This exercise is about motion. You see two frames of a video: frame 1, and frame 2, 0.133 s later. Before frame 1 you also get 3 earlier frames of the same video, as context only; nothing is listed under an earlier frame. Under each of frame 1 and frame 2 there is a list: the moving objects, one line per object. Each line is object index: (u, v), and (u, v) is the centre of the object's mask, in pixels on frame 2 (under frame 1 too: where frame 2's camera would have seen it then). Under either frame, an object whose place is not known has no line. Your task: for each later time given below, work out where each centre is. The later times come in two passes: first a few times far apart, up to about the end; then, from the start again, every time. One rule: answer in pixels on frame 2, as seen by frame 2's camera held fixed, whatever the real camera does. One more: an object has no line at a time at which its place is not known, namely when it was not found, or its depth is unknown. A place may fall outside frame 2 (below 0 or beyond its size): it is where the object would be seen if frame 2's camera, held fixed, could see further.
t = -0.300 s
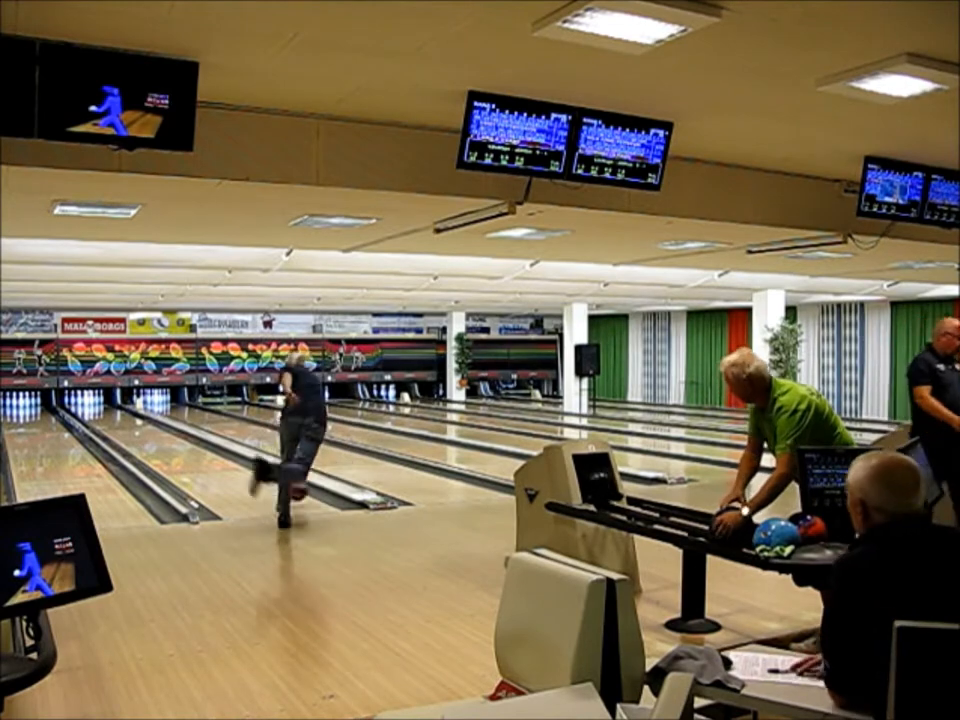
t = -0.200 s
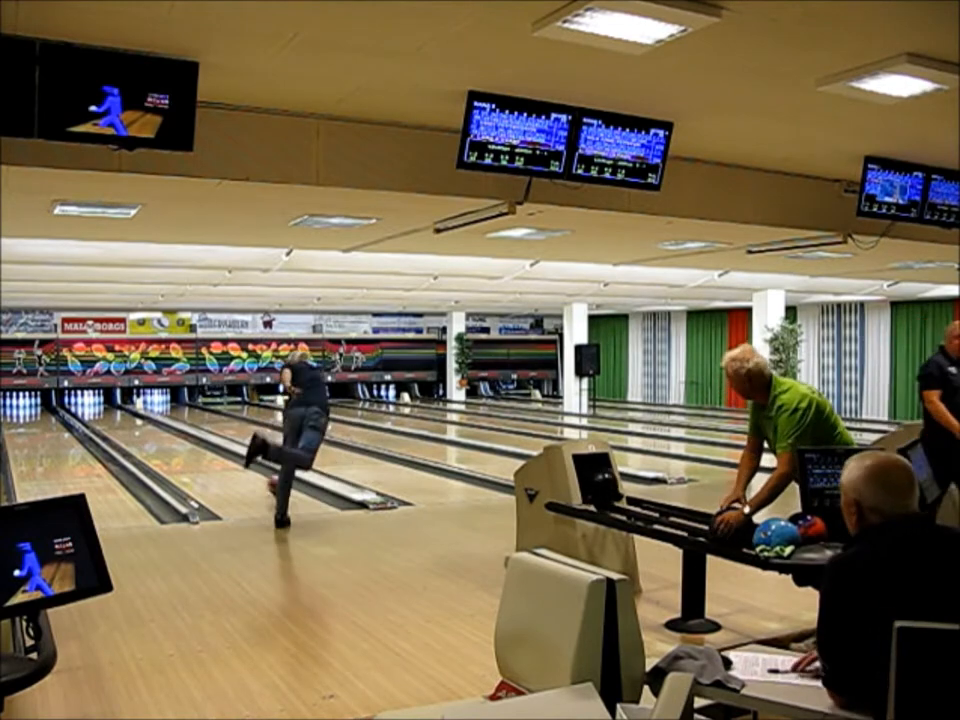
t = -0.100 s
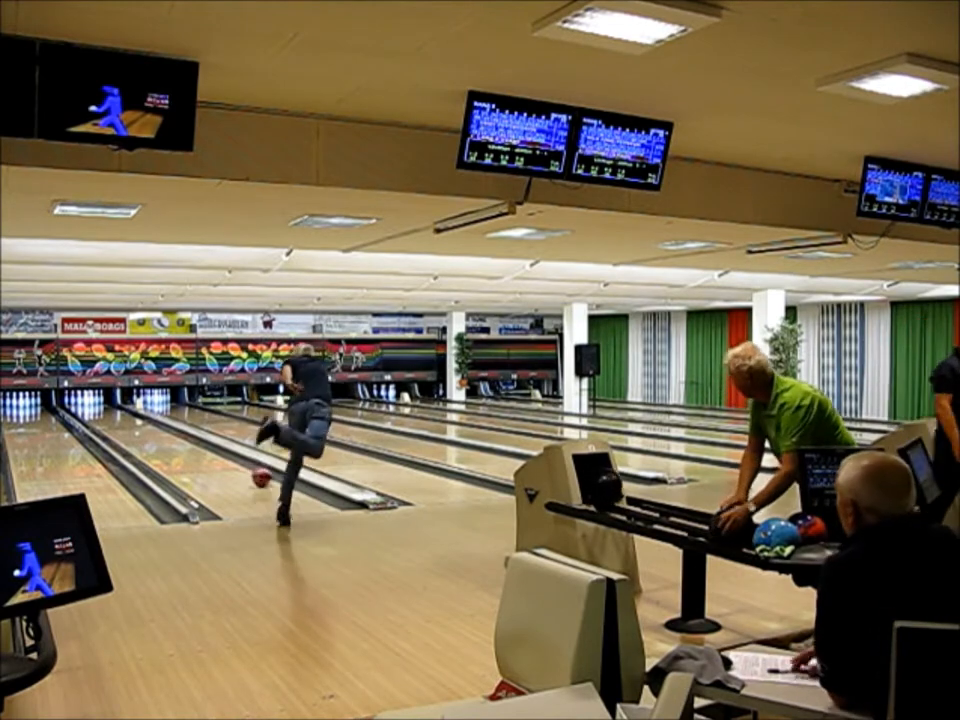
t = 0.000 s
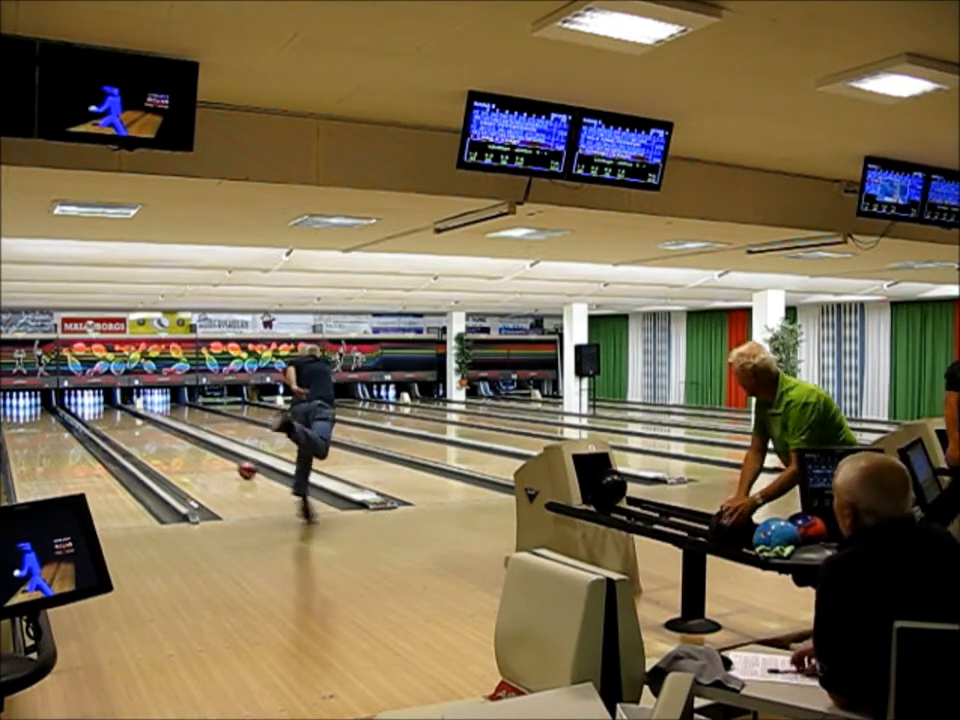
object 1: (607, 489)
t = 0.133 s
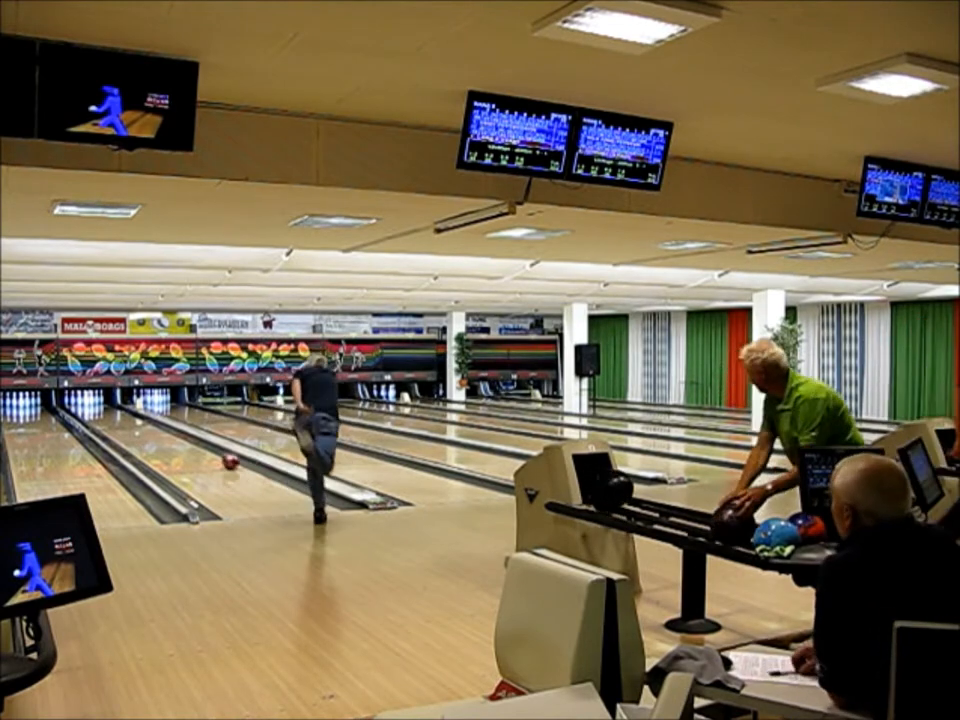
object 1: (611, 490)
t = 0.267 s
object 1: (622, 489)
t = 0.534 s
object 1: (634, 493)
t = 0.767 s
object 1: (647, 495)
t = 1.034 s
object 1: (662, 498)
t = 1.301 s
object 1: (678, 503)
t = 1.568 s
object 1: (697, 506)
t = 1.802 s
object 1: (713, 510)
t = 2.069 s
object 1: (735, 516)
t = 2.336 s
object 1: (754, 516)
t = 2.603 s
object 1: (750, 519)
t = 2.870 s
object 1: (740, 529)
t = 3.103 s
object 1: (740, 529)
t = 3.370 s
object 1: (740, 529)
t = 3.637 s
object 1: (740, 529)
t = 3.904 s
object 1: (740, 529)
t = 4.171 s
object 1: (740, 530)
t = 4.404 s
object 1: (740, 530)
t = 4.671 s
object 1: (740, 530)
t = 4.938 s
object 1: (740, 530)
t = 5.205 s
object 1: (740, 530)
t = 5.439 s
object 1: (740, 530)
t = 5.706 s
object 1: (740, 529)
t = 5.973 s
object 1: (740, 529)
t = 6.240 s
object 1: (740, 529)
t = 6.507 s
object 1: (740, 529)
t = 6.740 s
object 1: (740, 529)
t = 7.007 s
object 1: (740, 530)
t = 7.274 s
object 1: (740, 530)
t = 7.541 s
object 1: (740, 530)
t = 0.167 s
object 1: (612, 490)
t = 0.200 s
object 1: (619, 488)
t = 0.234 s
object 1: (621, 489)
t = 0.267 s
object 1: (622, 489)
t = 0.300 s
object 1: (623, 489)
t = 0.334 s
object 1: (625, 490)
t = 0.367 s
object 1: (626, 491)
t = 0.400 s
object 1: (628, 491)
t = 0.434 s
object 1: (629, 492)
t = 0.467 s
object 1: (631, 492)
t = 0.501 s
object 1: (633, 493)
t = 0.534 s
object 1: (634, 493)
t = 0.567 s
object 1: (636, 493)
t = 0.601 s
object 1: (638, 493)
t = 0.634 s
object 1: (640, 493)
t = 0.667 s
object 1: (642, 493)
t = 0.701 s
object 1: (643, 494)
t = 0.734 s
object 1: (645, 494)
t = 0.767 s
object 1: (647, 495)
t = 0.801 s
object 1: (650, 495)
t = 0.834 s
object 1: (651, 496)
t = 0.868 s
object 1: (653, 497)
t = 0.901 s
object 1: (655, 498)
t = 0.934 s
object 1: (657, 498)
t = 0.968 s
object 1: (659, 498)
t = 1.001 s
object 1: (660, 498)
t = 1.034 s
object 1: (662, 498)
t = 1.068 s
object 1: (664, 499)
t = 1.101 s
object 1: (666, 499)
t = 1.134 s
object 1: (669, 500)
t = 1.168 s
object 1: (671, 500)
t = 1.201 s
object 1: (672, 501)
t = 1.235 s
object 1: (674, 501)
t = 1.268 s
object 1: (676, 502)
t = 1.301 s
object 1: (678, 503)
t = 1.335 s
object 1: (680, 503)
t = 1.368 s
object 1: (683, 504)
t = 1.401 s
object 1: (685, 504)
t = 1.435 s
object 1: (688, 504)
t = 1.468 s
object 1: (690, 505)
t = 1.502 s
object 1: (692, 505)
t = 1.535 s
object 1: (694, 506)
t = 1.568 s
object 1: (697, 506)
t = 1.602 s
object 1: (699, 507)
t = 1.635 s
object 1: (702, 507)
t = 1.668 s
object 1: (704, 508)
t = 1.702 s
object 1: (706, 508)
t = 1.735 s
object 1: (708, 509)
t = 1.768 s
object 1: (711, 510)
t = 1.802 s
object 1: (713, 510)
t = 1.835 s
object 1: (716, 511)
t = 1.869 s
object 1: (719, 512)
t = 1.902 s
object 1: (722, 512)
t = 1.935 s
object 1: (725, 512)
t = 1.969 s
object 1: (727, 513)
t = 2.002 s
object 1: (729, 514)
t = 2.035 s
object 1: (732, 515)
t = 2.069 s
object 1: (735, 516)
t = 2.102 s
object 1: (738, 516)
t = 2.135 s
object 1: (740, 517)
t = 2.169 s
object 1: (743, 517)
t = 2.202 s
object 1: (745, 517)
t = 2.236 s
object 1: (748, 517)
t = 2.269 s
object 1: (750, 517)
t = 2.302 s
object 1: (752, 516)
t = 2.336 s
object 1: (754, 516)
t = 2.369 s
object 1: (755, 516)
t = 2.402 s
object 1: (754, 516)
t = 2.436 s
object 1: (754, 517)
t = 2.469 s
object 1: (753, 517)
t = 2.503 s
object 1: (753, 517)
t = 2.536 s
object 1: (752, 518)
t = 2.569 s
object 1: (751, 519)
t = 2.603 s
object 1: (750, 519)
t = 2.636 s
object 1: (748, 520)
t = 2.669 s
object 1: (746, 522)
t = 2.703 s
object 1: (744, 525)
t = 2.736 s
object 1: (741, 528)
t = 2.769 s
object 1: (740, 529)
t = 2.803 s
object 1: (739, 529)
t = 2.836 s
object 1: (740, 529)
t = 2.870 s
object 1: (740, 529)
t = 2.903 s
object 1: (739, 529)
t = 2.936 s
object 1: (740, 529)
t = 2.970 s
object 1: (740, 529)
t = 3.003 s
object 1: (740, 529)
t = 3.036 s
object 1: (740, 529)
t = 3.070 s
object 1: (740, 529)
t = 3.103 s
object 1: (740, 529)
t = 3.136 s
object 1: (740, 530)
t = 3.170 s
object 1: (740, 529)
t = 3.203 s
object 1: (740, 529)
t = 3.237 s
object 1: (740, 529)
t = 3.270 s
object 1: (740, 529)
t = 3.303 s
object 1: (740, 529)
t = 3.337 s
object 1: (740, 529)
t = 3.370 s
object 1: (740, 529)
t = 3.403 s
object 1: (740, 529)
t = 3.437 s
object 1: (740, 529)
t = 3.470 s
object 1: (740, 529)
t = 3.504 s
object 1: (740, 529)
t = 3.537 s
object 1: (740, 529)
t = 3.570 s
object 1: (740, 529)
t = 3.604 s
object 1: (740, 529)
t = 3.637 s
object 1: (740, 529)
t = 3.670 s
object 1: (740, 529)
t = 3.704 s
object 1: (740, 529)
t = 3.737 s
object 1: (740, 529)
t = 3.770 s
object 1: (740, 529)
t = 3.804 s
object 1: (740, 529)
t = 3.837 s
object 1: (740, 529)
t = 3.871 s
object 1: (740, 529)
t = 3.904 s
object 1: (740, 529)
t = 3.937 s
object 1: (740, 529)
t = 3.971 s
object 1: (740, 529)
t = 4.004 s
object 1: (740, 529)
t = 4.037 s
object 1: (740, 530)
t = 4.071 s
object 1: (740, 530)
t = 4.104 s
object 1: (740, 530)
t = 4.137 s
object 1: (740, 530)
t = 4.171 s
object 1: (740, 530)
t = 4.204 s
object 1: (740, 530)
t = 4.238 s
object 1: (740, 530)
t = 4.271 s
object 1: (741, 530)
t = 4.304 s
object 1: (740, 530)
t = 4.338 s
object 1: (740, 530)
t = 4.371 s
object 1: (740, 530)
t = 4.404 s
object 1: (740, 530)
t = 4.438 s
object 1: (740, 530)
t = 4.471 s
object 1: (740, 530)
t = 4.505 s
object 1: (740, 530)
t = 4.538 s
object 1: (740, 530)
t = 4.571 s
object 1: (740, 530)
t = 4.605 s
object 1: (740, 530)
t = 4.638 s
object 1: (740, 530)
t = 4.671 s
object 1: (740, 530)
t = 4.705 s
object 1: (740, 530)
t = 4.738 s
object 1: (740, 530)
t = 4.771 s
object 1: (740, 530)
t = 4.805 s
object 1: (740, 530)
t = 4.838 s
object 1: (740, 530)
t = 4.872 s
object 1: (740, 530)
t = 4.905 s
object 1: (740, 530)
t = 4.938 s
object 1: (740, 530)
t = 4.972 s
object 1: (740, 530)
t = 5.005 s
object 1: (740, 530)
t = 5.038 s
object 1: (740, 530)
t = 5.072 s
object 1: (740, 530)
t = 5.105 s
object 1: (740, 530)
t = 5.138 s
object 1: (740, 530)
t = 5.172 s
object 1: (740, 530)
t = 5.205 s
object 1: (740, 530)
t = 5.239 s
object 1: (740, 530)
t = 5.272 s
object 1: (740, 530)
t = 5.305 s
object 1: (740, 530)
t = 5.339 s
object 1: (740, 530)
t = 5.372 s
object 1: (740, 530)
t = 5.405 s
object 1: (740, 530)
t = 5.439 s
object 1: (740, 530)
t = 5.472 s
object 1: (740, 529)
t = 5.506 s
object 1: (740, 530)
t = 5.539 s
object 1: (740, 530)
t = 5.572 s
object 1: (740, 529)
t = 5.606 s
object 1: (740, 529)
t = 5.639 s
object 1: (740, 529)
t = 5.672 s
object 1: (740, 529)
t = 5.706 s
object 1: (740, 529)
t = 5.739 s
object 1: (740, 529)
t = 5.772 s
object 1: (740, 529)
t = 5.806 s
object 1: (740, 529)
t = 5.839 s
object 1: (740, 529)
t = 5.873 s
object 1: (740, 530)
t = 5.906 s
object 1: (740, 529)
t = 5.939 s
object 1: (740, 529)
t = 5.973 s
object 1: (740, 529)
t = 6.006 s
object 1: (740, 529)
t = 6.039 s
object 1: (740, 529)
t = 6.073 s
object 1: (740, 529)
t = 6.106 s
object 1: (740, 529)
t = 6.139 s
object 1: (740, 529)
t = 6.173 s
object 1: (740, 529)
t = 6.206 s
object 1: (740, 529)
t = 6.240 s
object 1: (740, 529)
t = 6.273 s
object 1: (740, 529)
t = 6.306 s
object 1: (740, 529)
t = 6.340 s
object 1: (740, 529)
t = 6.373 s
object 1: (740, 529)
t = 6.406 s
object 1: (740, 529)
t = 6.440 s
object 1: (740, 529)
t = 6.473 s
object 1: (740, 529)
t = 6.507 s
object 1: (740, 529)
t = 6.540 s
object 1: (740, 529)
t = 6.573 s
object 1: (740, 529)
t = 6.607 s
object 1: (740, 529)
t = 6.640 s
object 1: (740, 529)
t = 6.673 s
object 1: (740, 529)
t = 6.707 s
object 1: (740, 529)
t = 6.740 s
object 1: (740, 529)
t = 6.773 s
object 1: (740, 529)
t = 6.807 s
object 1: (740, 529)
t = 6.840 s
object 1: (740, 529)
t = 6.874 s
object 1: (740, 529)
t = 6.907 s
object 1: (740, 529)
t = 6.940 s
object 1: (740, 529)
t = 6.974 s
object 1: (740, 530)
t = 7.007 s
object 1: (740, 530)
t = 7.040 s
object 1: (740, 530)
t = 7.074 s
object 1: (740, 530)
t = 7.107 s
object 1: (740, 530)
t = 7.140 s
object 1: (740, 530)
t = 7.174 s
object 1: (740, 530)
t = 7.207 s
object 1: (740, 530)
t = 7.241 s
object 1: (740, 530)
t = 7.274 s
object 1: (740, 530)
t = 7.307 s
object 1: (740, 530)
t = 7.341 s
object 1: (740, 529)
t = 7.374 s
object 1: (740, 529)
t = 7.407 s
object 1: (740, 529)
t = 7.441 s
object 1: (740, 529)
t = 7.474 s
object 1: (740, 530)
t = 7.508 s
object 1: (740, 530)
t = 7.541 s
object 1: (740, 530)
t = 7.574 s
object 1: (740, 530)
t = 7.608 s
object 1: (740, 530)
